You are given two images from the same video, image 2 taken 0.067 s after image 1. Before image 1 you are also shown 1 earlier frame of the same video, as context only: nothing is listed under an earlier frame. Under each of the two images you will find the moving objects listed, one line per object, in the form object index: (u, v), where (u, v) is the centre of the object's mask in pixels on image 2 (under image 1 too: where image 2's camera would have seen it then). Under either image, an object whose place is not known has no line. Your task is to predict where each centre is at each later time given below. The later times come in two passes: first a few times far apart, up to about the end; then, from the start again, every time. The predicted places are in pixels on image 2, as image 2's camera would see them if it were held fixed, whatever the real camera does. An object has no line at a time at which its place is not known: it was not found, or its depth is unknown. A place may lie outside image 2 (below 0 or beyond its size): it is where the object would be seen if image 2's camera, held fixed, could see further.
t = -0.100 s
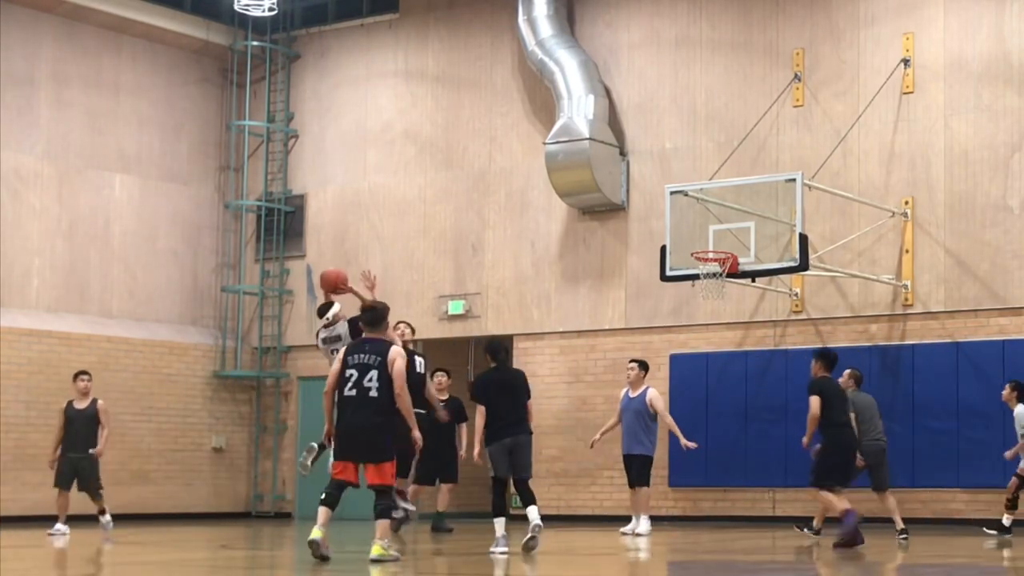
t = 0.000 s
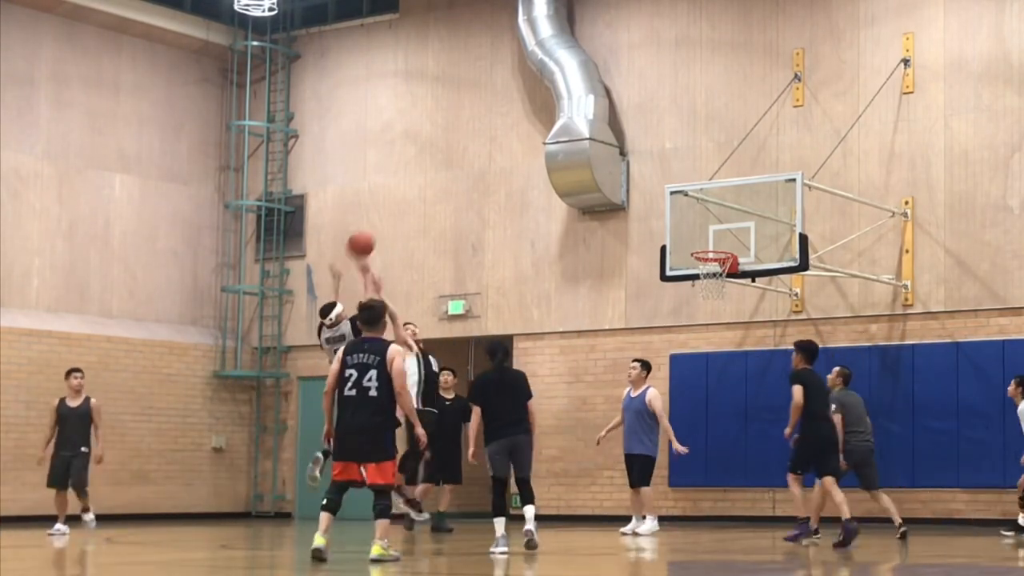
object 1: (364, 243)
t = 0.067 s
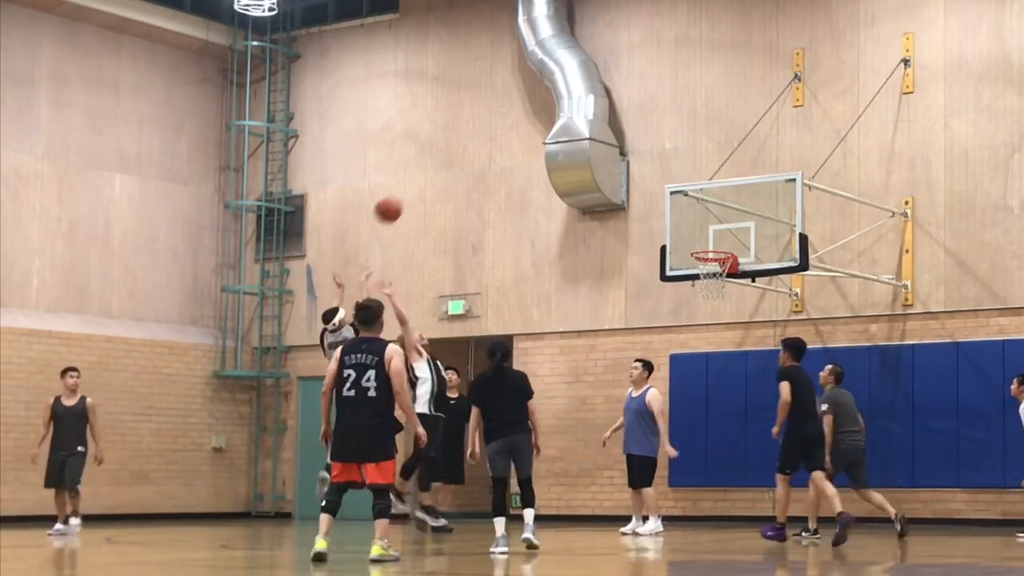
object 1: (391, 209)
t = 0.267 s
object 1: (467, 140)
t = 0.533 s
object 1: (554, 114)
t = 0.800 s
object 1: (633, 156)
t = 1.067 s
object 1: (702, 246)
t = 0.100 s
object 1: (404, 193)
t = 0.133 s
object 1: (419, 180)
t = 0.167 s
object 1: (431, 168)
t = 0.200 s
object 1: (443, 158)
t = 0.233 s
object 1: (455, 148)
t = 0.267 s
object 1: (467, 140)
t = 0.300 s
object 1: (478, 133)
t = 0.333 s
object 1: (490, 127)
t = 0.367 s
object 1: (501, 122)
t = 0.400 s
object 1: (512, 118)
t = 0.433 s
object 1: (523, 116)
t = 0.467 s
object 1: (534, 114)
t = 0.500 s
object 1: (544, 114)
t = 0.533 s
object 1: (554, 114)
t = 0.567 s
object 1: (564, 116)
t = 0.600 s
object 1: (575, 119)
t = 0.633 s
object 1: (586, 123)
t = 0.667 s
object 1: (596, 128)
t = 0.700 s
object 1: (605, 134)
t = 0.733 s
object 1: (615, 140)
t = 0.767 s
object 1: (624, 148)
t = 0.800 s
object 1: (633, 156)
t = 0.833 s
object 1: (642, 166)
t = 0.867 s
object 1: (651, 176)
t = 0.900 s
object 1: (660, 186)
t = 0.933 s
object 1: (668, 199)
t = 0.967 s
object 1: (677, 211)
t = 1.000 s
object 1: (686, 224)
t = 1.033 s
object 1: (694, 238)
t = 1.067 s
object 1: (702, 246)
